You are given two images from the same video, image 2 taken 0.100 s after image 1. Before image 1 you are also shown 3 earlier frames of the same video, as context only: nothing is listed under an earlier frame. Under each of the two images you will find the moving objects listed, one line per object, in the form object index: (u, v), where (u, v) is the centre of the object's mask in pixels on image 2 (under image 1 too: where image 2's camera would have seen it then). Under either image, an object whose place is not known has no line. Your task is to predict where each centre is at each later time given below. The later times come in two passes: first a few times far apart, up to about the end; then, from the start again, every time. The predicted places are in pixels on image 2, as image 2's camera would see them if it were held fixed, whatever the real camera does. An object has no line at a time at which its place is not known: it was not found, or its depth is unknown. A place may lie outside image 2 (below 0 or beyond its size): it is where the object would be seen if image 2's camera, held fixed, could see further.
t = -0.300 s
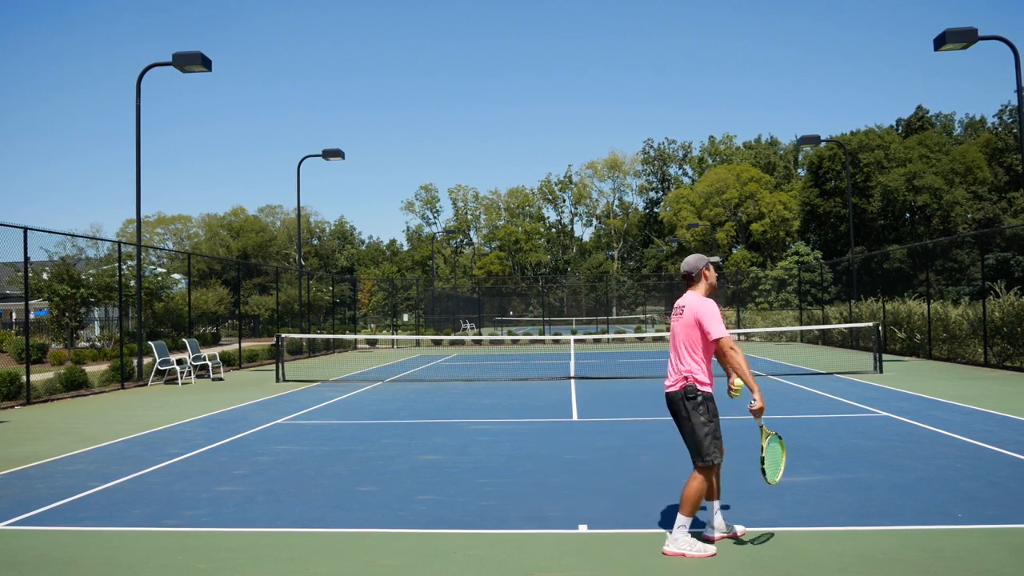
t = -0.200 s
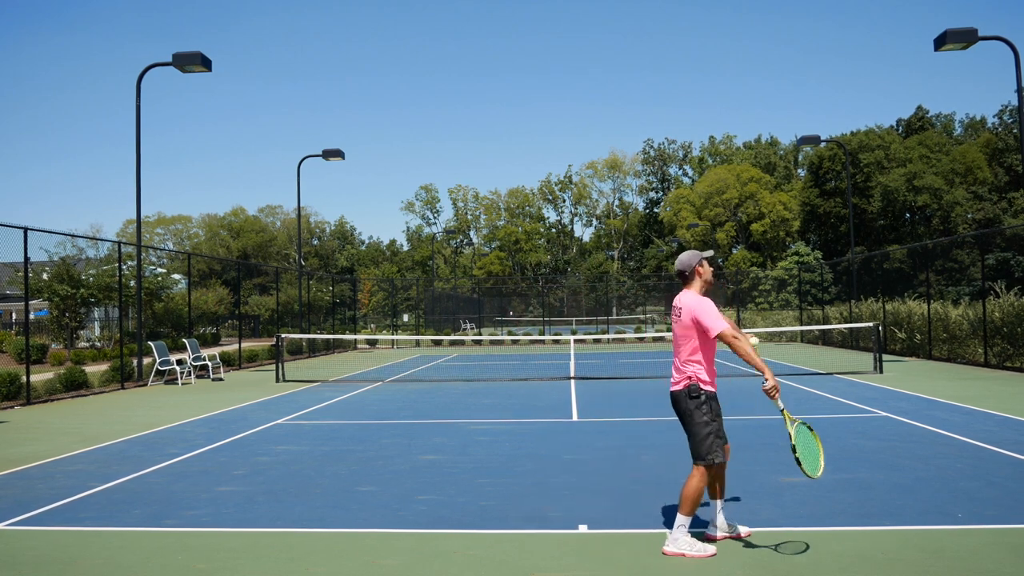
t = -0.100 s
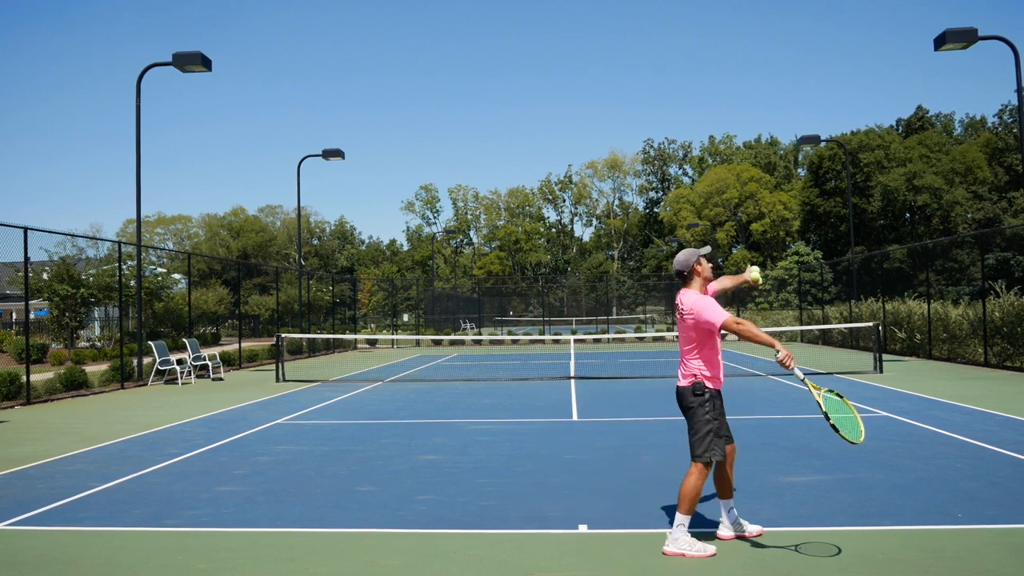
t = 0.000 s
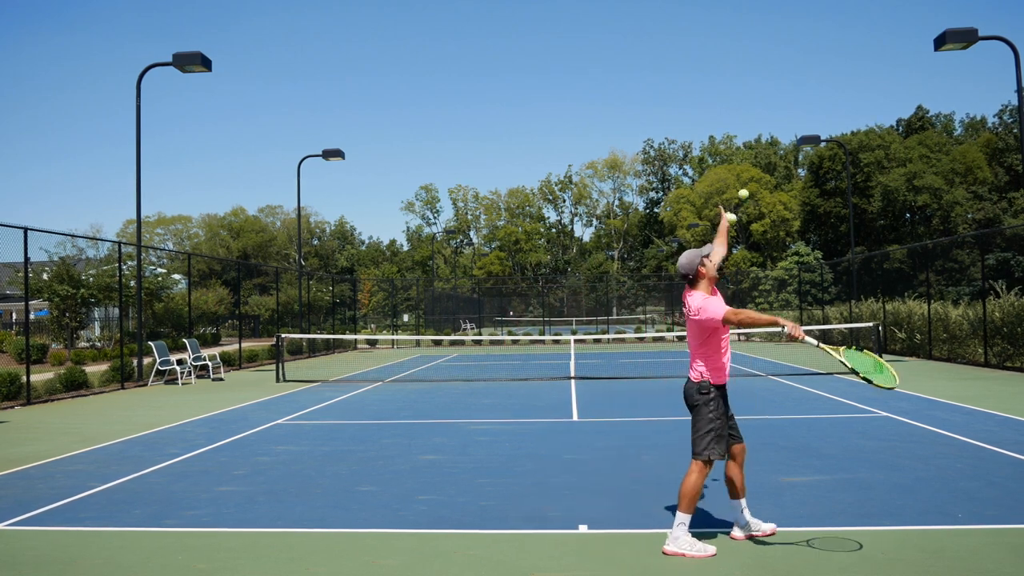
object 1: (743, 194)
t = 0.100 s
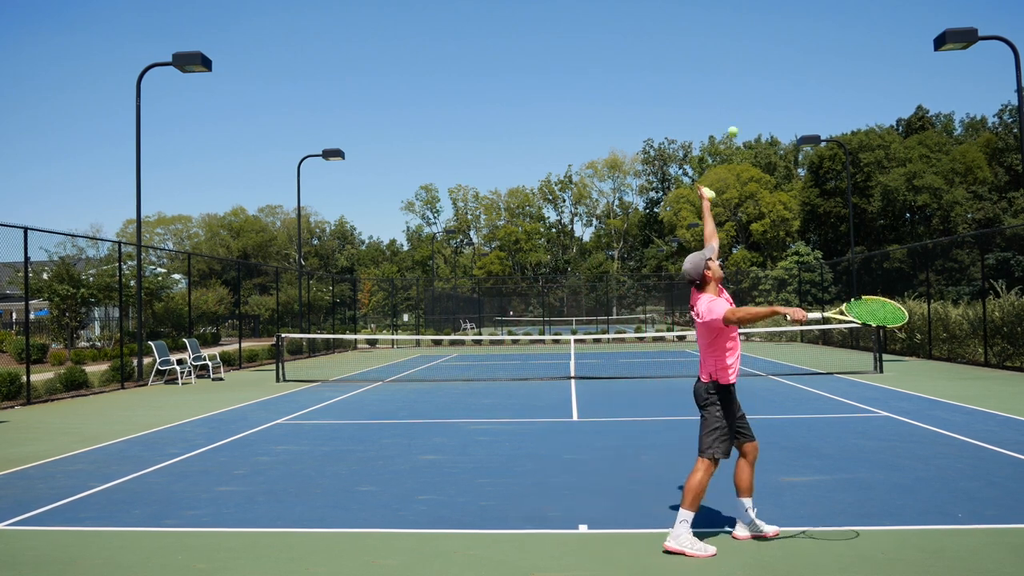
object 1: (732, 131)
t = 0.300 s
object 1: (714, 48)
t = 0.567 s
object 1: (694, 24)
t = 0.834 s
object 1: (681, 100)
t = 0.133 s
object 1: (729, 113)
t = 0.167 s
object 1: (726, 97)
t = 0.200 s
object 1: (723, 82)
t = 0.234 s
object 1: (720, 69)
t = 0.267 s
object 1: (717, 58)
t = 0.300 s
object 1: (714, 48)
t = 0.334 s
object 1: (711, 40)
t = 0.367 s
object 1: (708, 33)
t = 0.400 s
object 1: (706, 27)
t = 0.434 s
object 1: (703, 24)
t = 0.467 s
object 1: (701, 22)
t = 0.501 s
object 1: (699, 21)
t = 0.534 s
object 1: (696, 22)
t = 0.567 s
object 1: (694, 24)
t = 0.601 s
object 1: (692, 28)
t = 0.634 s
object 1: (690, 34)
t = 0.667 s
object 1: (688, 41)
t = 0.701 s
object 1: (687, 50)
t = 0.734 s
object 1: (685, 60)
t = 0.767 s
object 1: (684, 72)
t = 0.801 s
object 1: (682, 85)
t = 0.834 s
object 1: (681, 100)
